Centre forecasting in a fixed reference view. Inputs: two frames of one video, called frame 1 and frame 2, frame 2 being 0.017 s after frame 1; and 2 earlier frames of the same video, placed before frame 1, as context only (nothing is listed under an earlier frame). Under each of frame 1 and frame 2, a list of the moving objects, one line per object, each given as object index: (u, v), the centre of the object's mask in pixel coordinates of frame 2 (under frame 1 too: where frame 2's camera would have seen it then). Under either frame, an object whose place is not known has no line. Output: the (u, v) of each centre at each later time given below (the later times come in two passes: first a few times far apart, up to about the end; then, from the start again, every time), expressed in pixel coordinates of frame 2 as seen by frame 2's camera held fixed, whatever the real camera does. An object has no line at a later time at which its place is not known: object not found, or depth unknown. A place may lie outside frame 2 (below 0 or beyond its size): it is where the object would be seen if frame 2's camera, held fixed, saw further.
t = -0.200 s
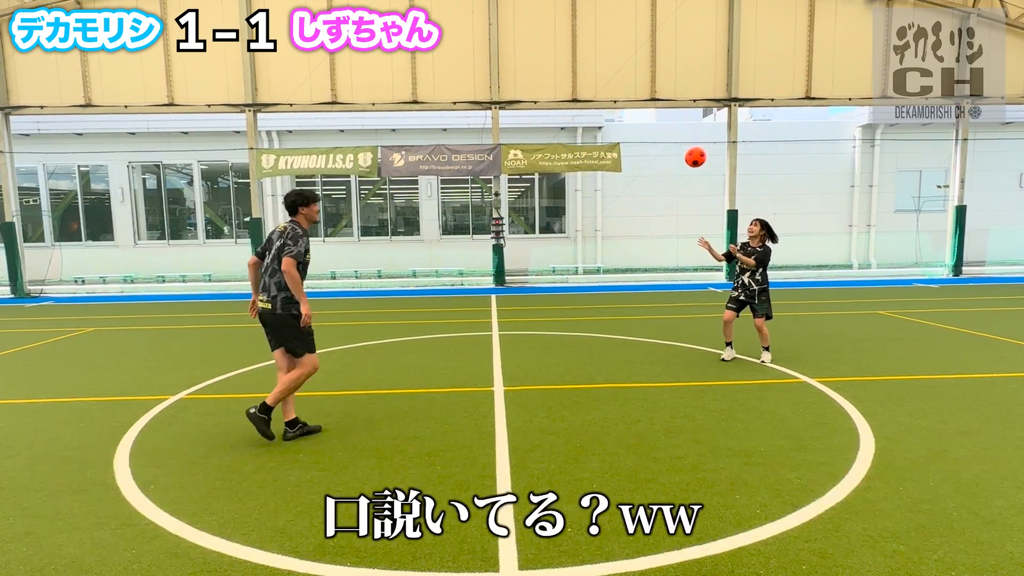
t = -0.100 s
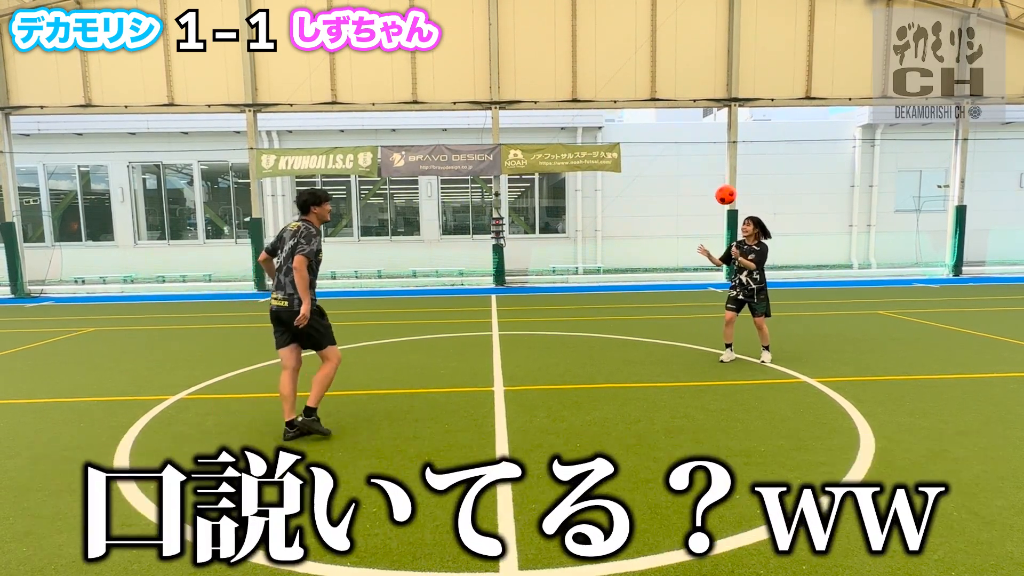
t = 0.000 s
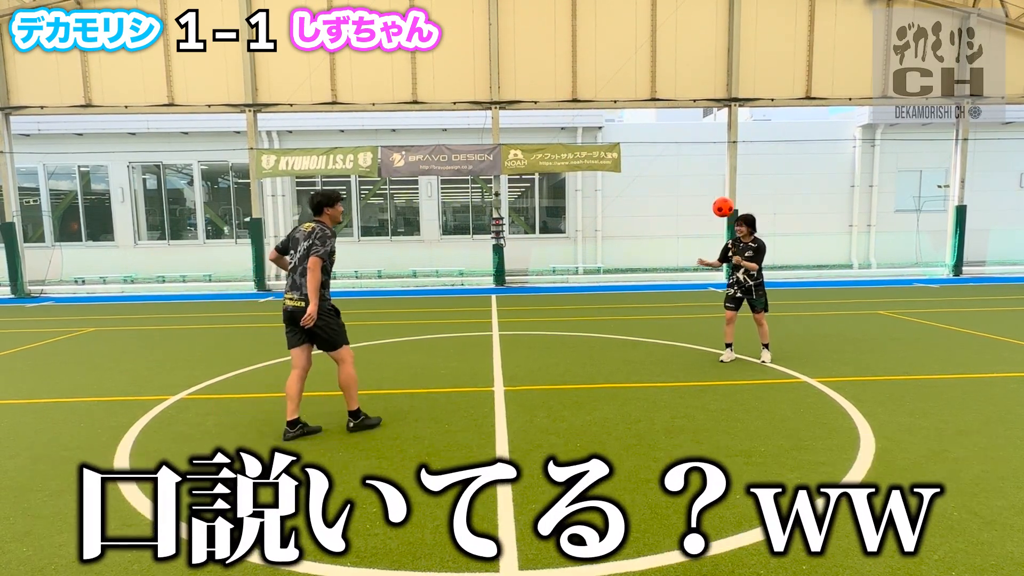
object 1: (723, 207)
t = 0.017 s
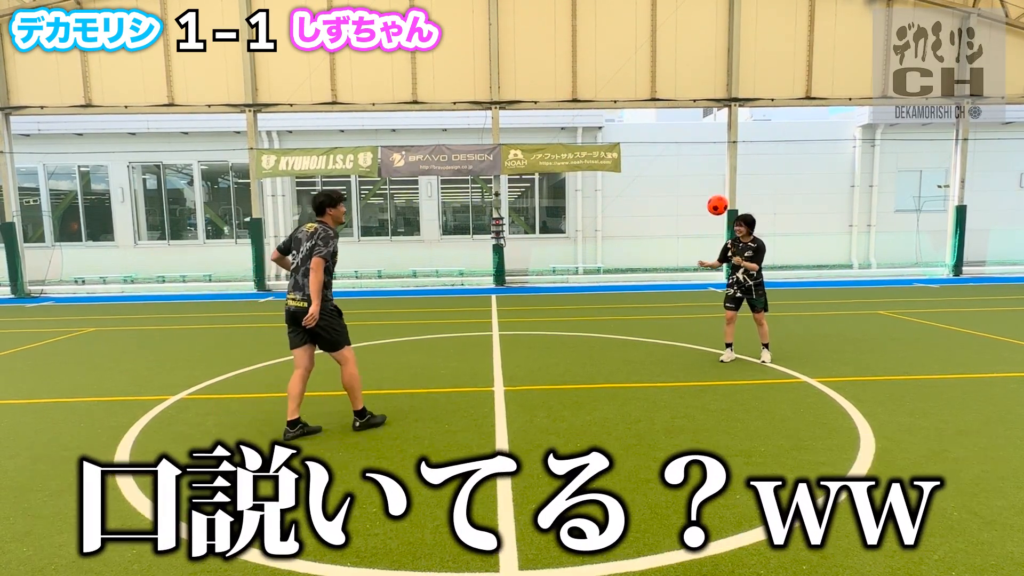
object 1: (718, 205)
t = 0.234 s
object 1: (639, 201)
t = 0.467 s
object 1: (536, 257)
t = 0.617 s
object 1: (458, 336)
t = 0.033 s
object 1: (712, 203)
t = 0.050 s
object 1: (707, 201)
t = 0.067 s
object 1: (701, 200)
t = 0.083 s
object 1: (695, 199)
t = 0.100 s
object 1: (689, 198)
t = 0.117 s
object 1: (683, 198)
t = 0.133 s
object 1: (677, 197)
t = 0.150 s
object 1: (671, 197)
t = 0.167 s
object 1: (665, 197)
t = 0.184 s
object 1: (659, 198)
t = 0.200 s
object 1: (652, 199)
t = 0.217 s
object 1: (646, 200)
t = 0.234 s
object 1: (639, 201)
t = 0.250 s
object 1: (633, 203)
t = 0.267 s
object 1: (626, 205)
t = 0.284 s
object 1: (619, 207)
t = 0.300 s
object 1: (612, 210)
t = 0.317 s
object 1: (605, 213)
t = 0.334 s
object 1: (597, 217)
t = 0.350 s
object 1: (591, 220)
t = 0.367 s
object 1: (583, 224)
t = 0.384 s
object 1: (576, 229)
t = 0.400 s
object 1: (568, 234)
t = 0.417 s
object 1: (560, 239)
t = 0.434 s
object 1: (552, 245)
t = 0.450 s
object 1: (544, 251)
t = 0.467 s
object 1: (536, 257)
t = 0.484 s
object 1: (528, 264)
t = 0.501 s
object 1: (520, 272)
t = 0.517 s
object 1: (511, 279)
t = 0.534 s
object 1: (503, 288)
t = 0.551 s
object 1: (494, 296)
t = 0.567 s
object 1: (486, 305)
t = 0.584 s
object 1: (477, 315)
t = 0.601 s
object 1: (468, 325)
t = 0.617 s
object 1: (458, 336)
